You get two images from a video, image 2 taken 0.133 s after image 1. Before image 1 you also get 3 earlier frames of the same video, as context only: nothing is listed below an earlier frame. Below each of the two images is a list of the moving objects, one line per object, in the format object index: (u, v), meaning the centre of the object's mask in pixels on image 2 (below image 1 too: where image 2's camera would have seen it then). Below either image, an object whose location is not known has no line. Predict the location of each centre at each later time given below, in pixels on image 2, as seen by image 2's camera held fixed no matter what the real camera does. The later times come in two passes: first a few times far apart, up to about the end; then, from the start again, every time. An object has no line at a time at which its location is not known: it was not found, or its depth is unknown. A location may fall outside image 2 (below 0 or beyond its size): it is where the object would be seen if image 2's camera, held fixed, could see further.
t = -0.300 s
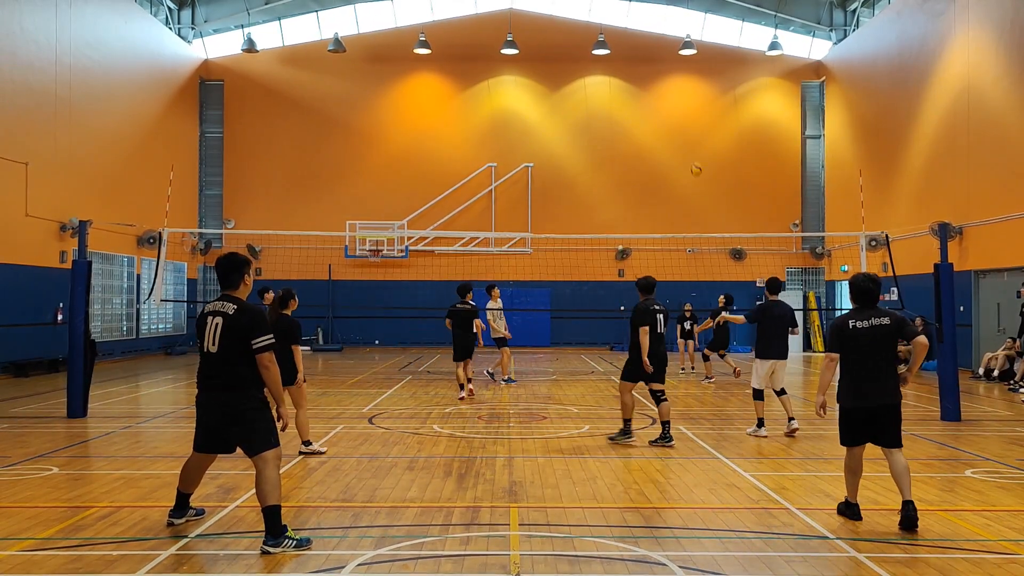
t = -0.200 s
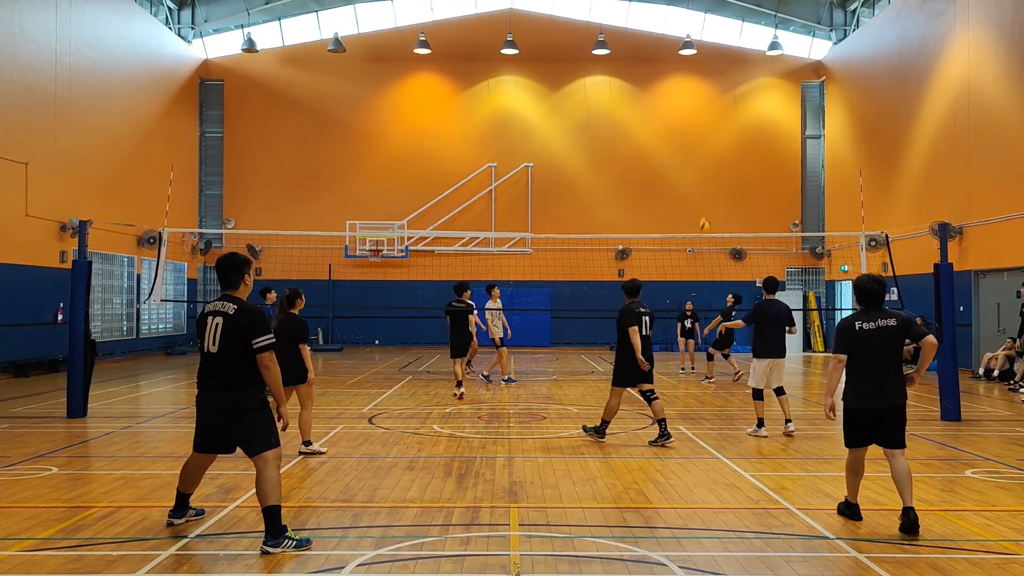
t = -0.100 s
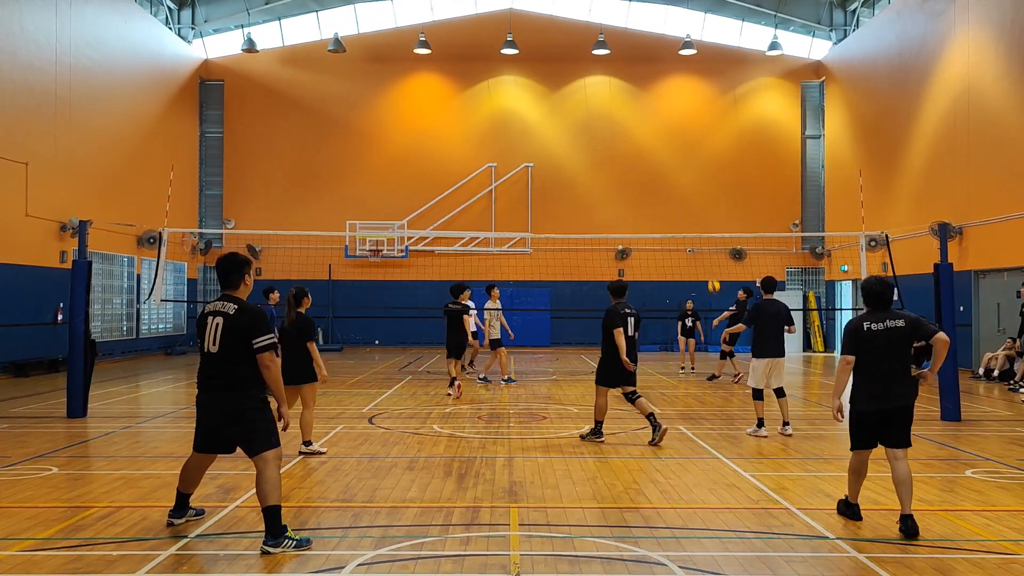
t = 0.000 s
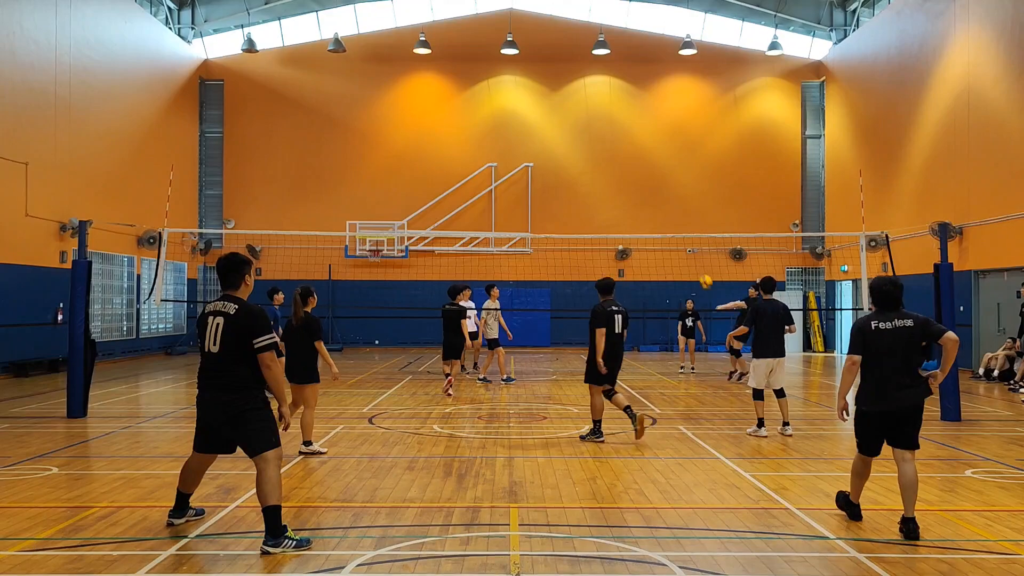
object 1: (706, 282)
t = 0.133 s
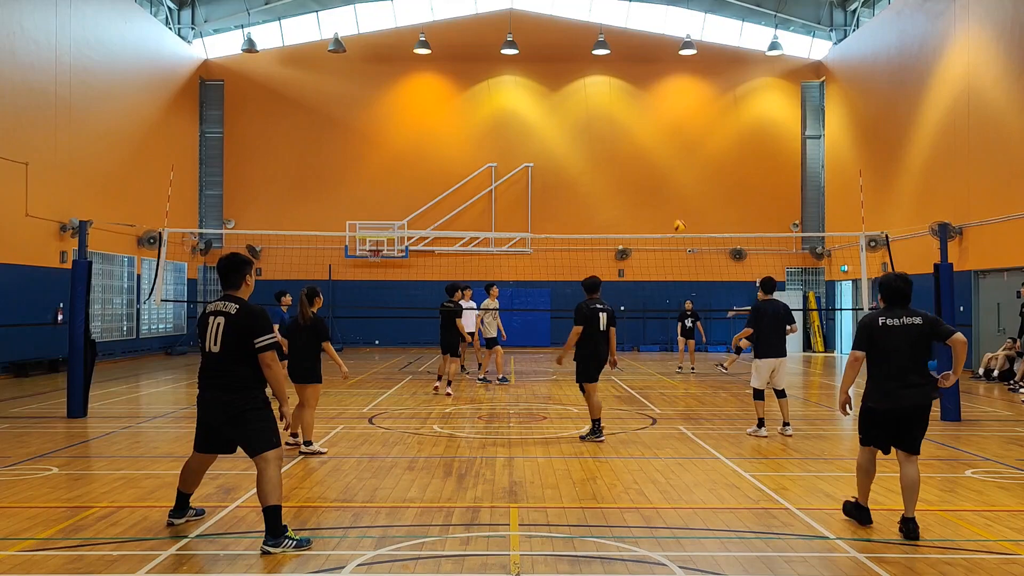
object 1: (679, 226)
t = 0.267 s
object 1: (652, 179)
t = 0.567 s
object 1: (586, 105)
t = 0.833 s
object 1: (522, 81)
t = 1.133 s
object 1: (445, 108)
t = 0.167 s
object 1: (673, 214)
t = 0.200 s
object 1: (666, 201)
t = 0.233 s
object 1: (659, 189)
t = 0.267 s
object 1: (652, 179)
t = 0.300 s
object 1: (645, 169)
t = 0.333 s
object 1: (638, 159)
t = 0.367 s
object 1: (631, 149)
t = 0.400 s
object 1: (624, 141)
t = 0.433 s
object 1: (616, 132)
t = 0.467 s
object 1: (608, 124)
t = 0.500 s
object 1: (601, 118)
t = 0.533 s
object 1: (594, 112)
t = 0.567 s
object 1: (586, 105)
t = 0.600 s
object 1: (578, 100)
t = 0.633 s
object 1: (570, 96)
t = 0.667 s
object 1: (562, 91)
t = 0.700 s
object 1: (554, 88)
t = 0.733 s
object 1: (547, 85)
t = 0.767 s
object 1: (539, 83)
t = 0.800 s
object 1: (531, 82)
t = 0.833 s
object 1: (522, 81)
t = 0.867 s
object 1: (513, 81)
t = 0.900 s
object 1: (505, 82)
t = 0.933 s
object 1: (497, 84)
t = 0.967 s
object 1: (489, 85)
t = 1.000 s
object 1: (479, 88)
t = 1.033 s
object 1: (471, 91)
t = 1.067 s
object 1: (462, 96)
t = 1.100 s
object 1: (453, 102)
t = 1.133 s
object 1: (445, 108)
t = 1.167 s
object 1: (436, 115)
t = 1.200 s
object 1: (426, 123)
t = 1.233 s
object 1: (418, 130)
